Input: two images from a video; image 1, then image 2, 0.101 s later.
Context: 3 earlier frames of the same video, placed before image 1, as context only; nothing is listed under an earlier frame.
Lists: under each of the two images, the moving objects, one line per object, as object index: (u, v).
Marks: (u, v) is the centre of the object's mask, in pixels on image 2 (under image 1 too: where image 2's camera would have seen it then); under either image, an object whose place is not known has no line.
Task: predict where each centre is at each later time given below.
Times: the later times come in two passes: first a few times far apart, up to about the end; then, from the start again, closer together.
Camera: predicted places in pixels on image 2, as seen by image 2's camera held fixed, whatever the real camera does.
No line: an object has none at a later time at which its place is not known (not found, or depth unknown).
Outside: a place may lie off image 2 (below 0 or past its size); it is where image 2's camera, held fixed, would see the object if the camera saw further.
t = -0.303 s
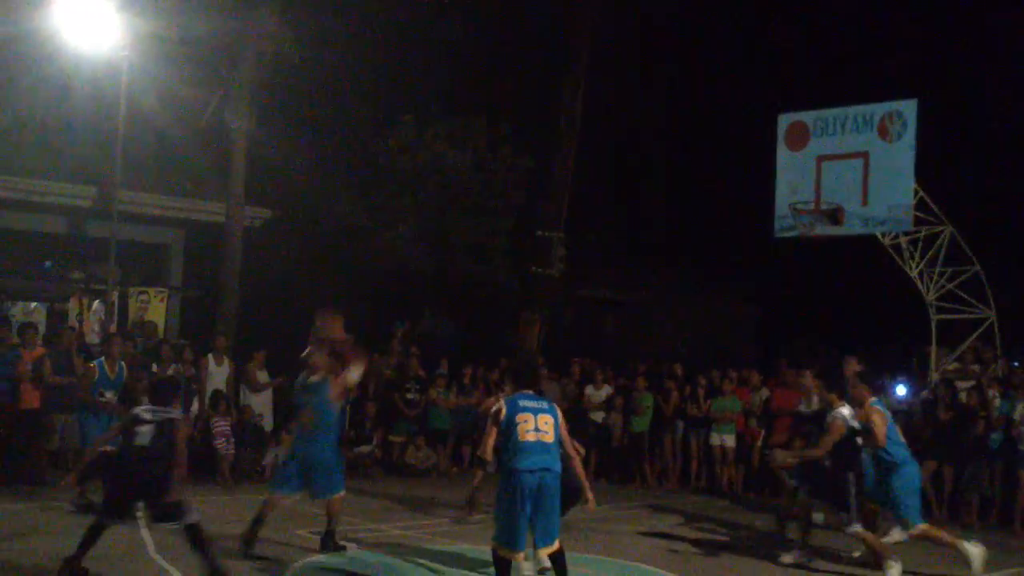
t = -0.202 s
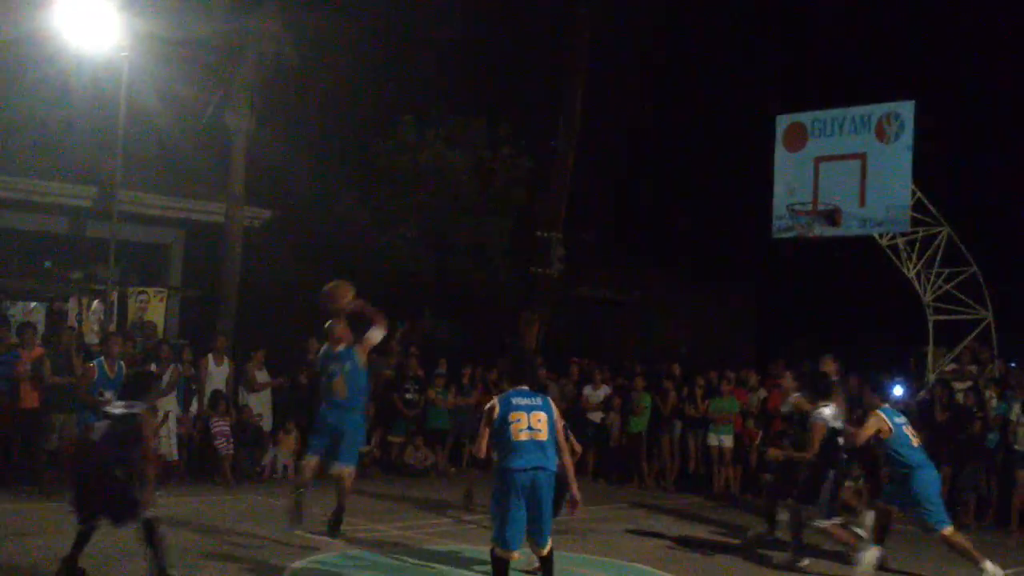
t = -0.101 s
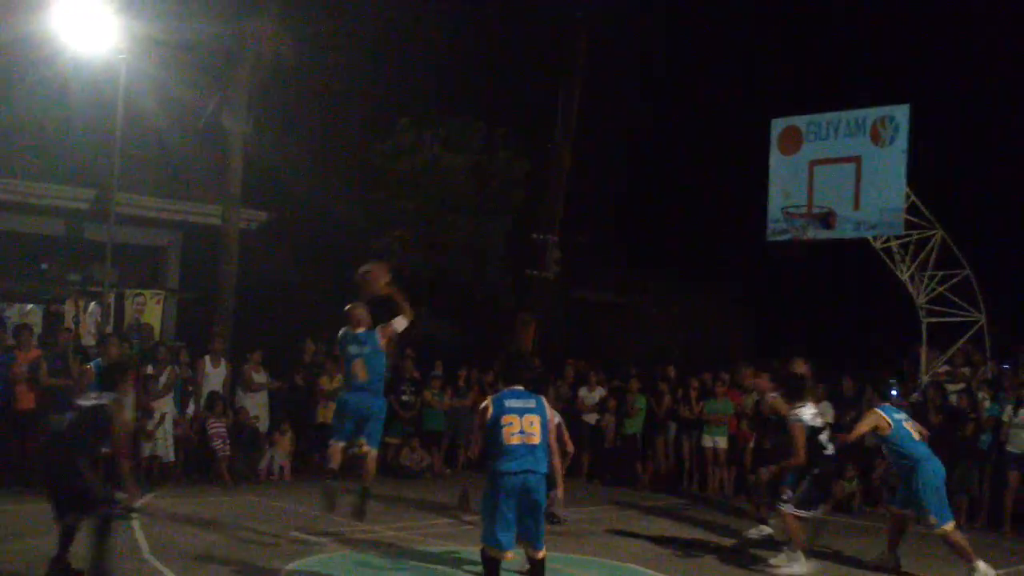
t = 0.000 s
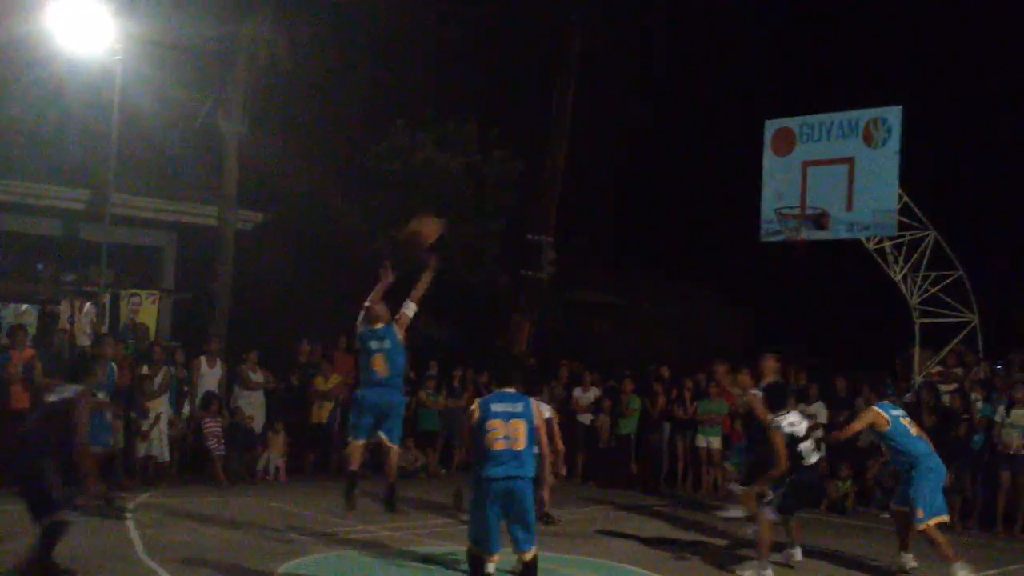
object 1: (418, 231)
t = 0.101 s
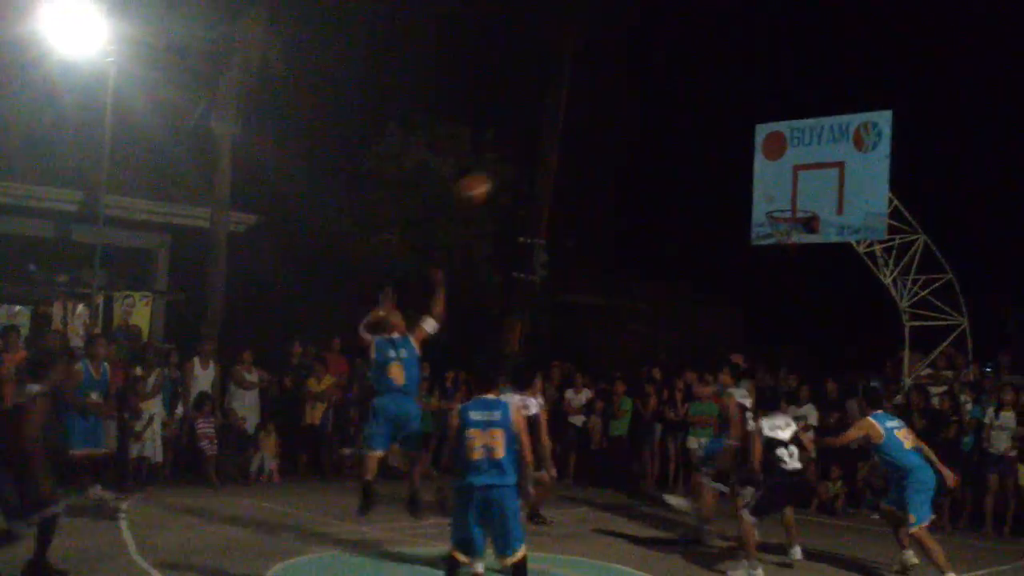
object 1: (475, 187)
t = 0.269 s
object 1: (562, 145)
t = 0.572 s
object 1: (693, 148)
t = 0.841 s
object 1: (790, 209)
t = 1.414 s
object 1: (938, 253)
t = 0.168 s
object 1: (511, 165)
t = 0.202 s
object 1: (528, 157)
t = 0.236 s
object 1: (544, 151)
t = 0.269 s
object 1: (562, 145)
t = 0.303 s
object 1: (576, 140)
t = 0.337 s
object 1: (592, 137)
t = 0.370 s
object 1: (607, 135)
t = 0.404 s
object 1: (622, 134)
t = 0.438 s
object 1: (636, 134)
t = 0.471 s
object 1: (652, 135)
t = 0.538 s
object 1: (679, 142)
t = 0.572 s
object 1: (693, 148)
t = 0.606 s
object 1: (706, 155)
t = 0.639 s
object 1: (719, 161)
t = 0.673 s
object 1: (732, 170)
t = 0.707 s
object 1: (742, 179)
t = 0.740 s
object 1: (757, 192)
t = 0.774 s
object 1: (769, 202)
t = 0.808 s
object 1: (779, 211)
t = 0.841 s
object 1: (790, 209)
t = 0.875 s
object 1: (802, 205)
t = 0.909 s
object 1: (809, 199)
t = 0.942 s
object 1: (816, 196)
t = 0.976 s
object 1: (824, 193)
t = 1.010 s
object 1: (833, 191)
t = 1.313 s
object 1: (912, 221)
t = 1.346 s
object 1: (921, 229)
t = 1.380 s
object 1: (930, 241)
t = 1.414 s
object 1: (938, 253)
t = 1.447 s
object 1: (948, 265)
